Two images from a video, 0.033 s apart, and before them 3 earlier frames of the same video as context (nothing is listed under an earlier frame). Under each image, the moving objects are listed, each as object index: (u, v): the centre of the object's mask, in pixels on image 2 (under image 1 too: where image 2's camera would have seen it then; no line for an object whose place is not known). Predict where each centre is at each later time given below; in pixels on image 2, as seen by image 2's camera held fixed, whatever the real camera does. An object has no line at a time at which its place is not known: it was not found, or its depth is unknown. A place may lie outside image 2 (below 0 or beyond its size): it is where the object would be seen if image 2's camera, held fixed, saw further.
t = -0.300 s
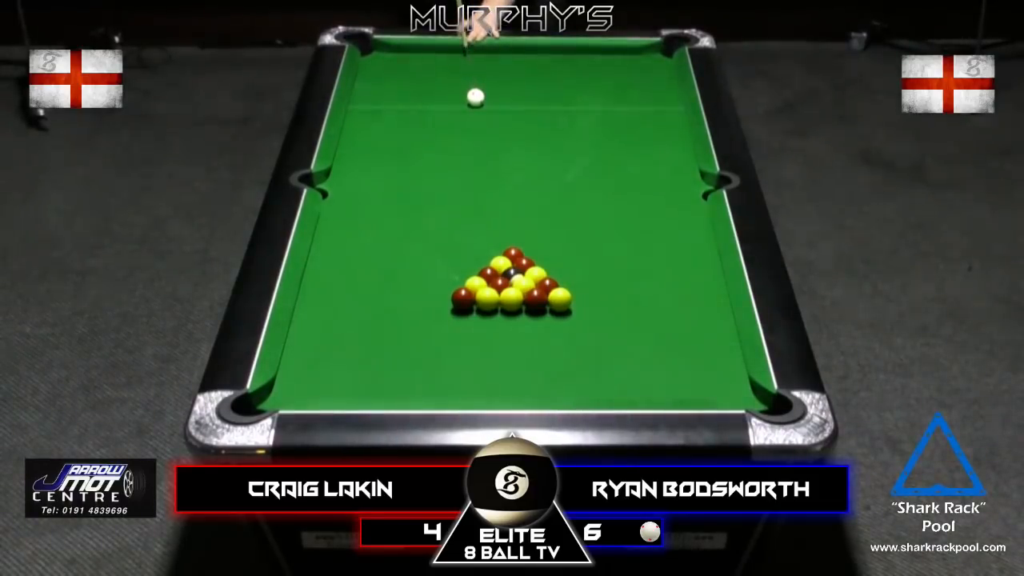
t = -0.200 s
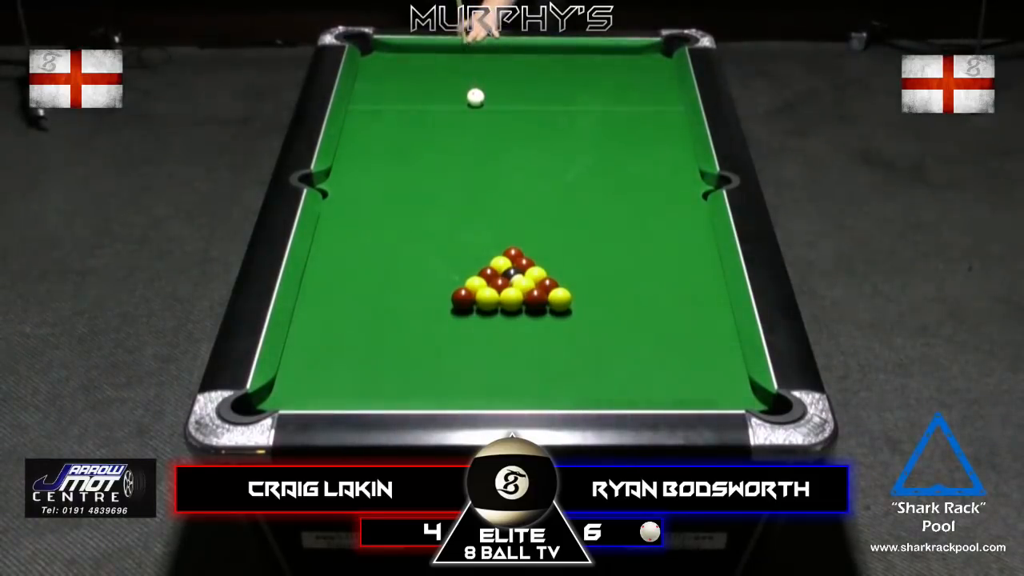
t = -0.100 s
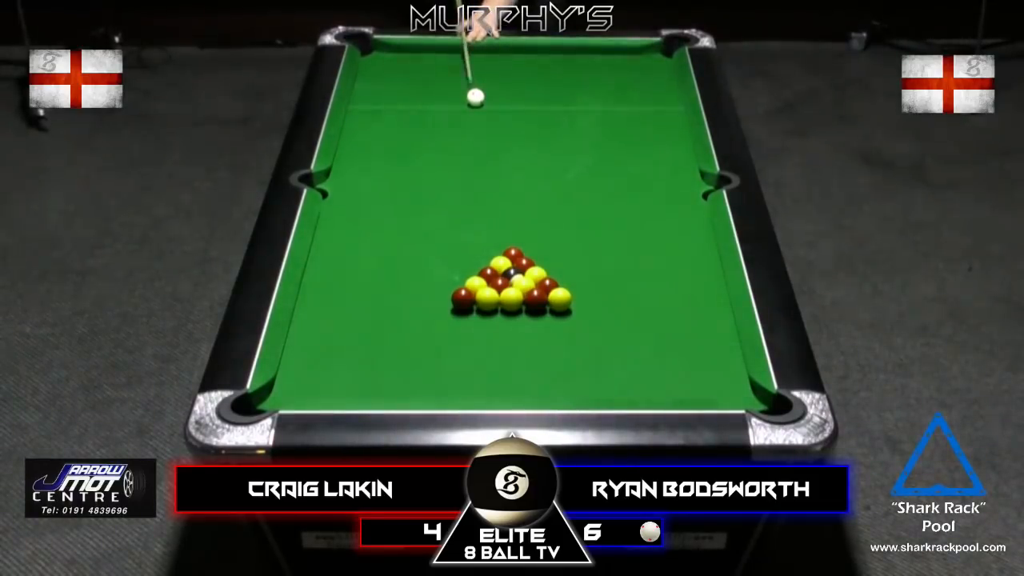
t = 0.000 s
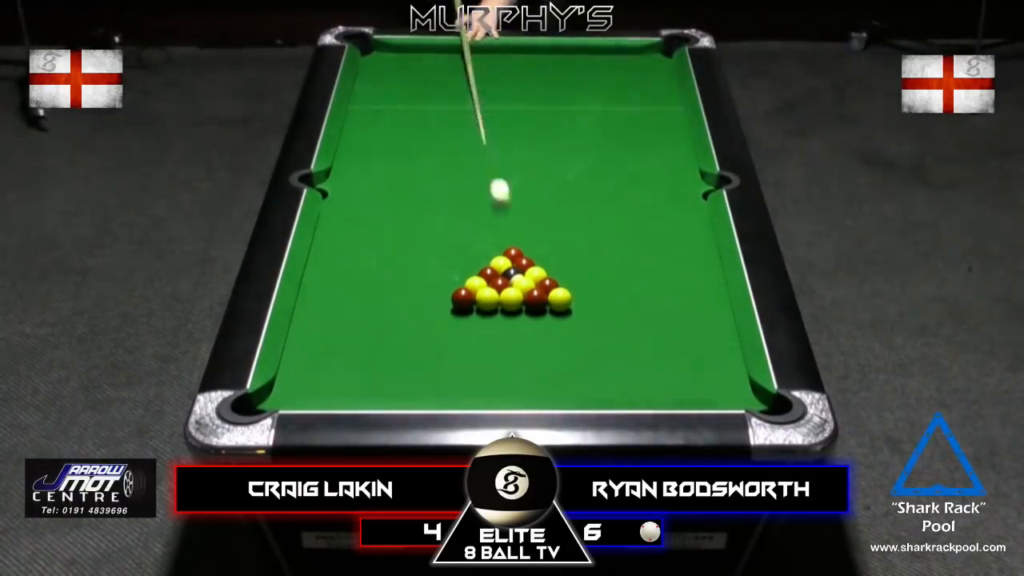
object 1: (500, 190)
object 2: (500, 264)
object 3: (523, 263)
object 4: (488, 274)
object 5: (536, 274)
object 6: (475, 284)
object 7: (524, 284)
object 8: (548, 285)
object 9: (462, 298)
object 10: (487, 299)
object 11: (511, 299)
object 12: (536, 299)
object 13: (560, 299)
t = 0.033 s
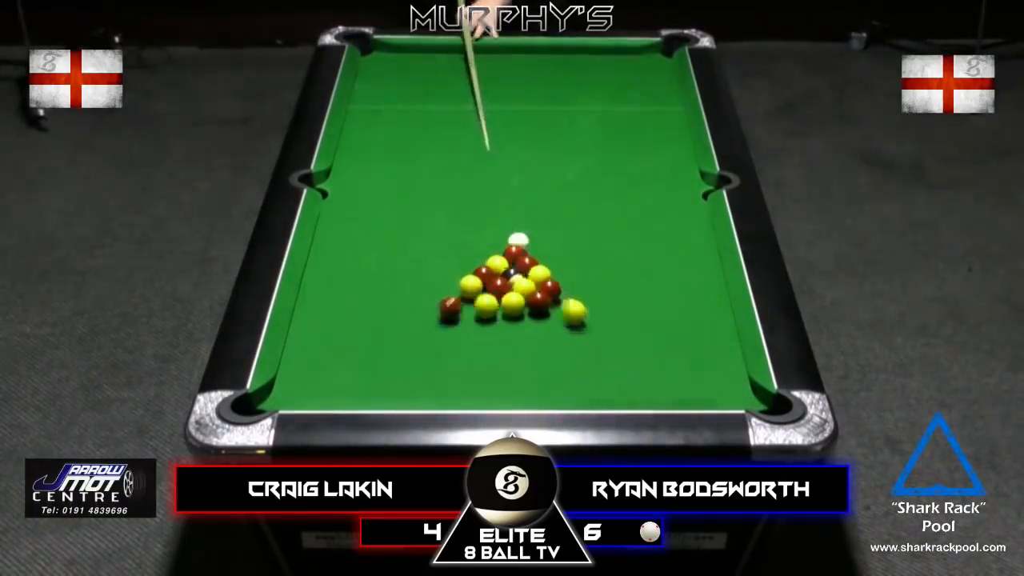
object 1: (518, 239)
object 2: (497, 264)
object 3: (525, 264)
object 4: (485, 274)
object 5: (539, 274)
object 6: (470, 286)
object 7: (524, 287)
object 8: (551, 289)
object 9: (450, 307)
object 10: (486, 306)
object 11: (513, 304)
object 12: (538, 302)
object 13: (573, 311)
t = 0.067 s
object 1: (534, 231)
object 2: (488, 263)
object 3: (533, 263)
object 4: (472, 272)
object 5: (550, 272)
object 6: (456, 282)
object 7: (525, 293)
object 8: (554, 291)
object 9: (411, 336)
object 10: (483, 328)
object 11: (518, 318)
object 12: (548, 309)
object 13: (619, 351)
